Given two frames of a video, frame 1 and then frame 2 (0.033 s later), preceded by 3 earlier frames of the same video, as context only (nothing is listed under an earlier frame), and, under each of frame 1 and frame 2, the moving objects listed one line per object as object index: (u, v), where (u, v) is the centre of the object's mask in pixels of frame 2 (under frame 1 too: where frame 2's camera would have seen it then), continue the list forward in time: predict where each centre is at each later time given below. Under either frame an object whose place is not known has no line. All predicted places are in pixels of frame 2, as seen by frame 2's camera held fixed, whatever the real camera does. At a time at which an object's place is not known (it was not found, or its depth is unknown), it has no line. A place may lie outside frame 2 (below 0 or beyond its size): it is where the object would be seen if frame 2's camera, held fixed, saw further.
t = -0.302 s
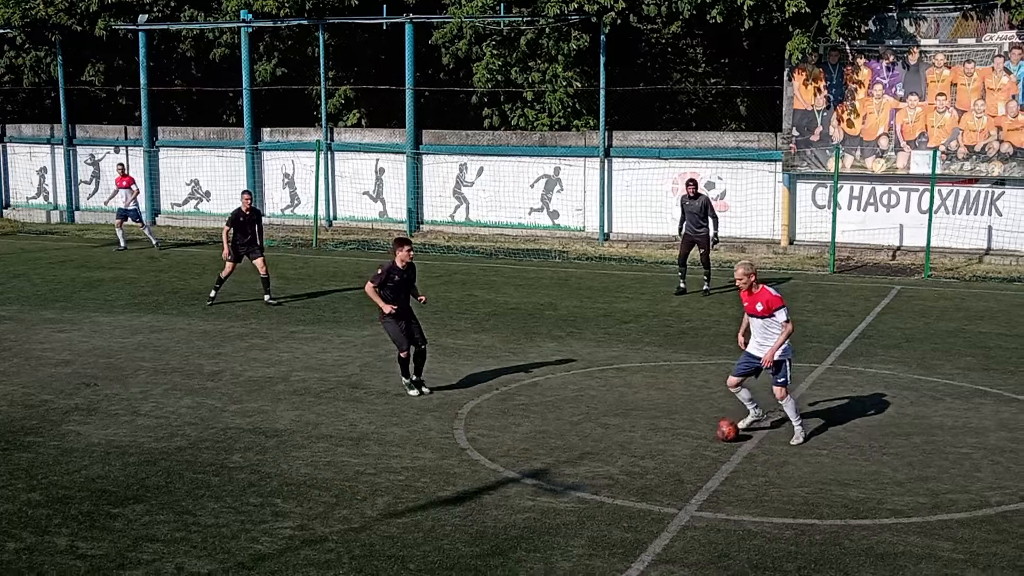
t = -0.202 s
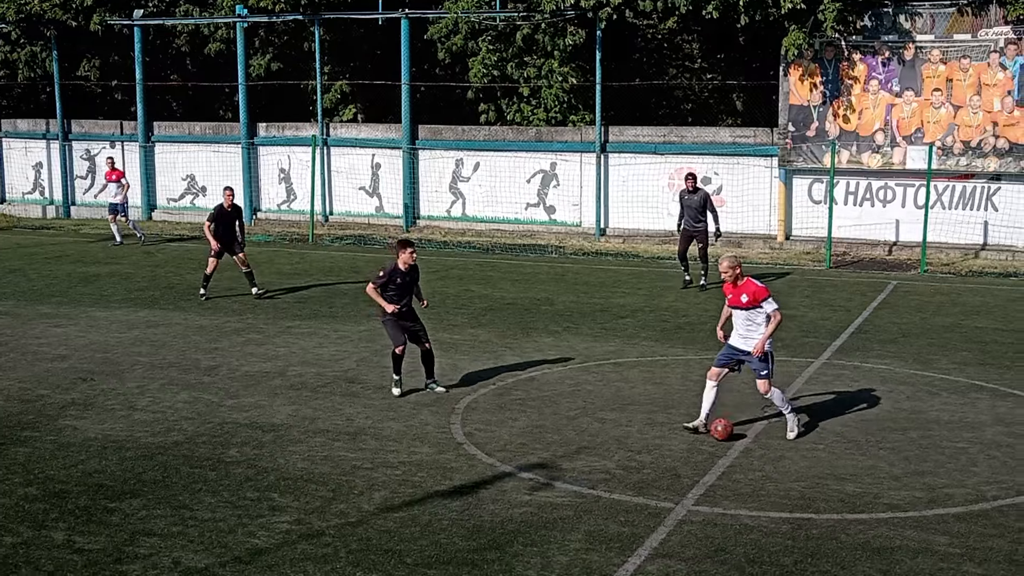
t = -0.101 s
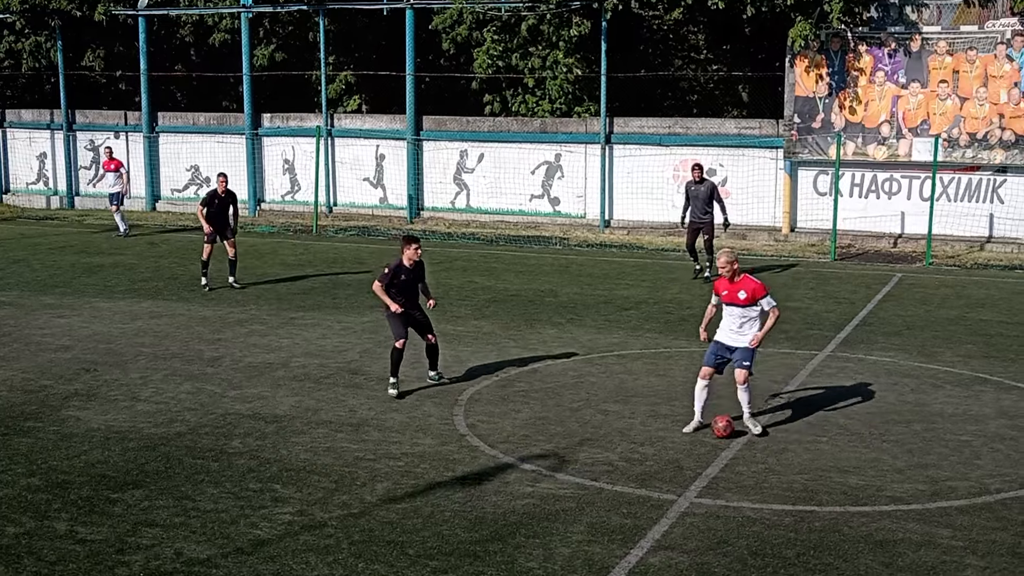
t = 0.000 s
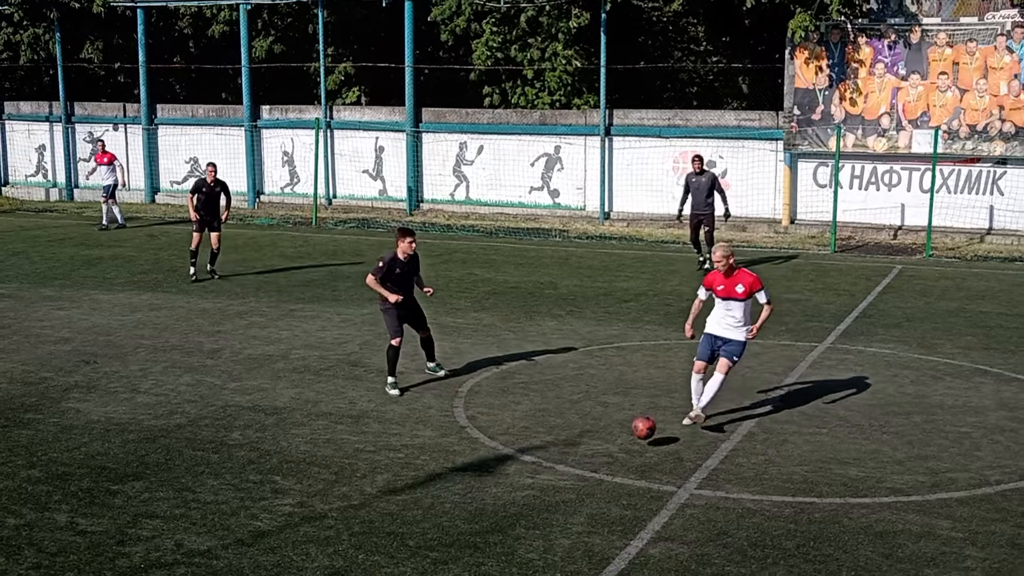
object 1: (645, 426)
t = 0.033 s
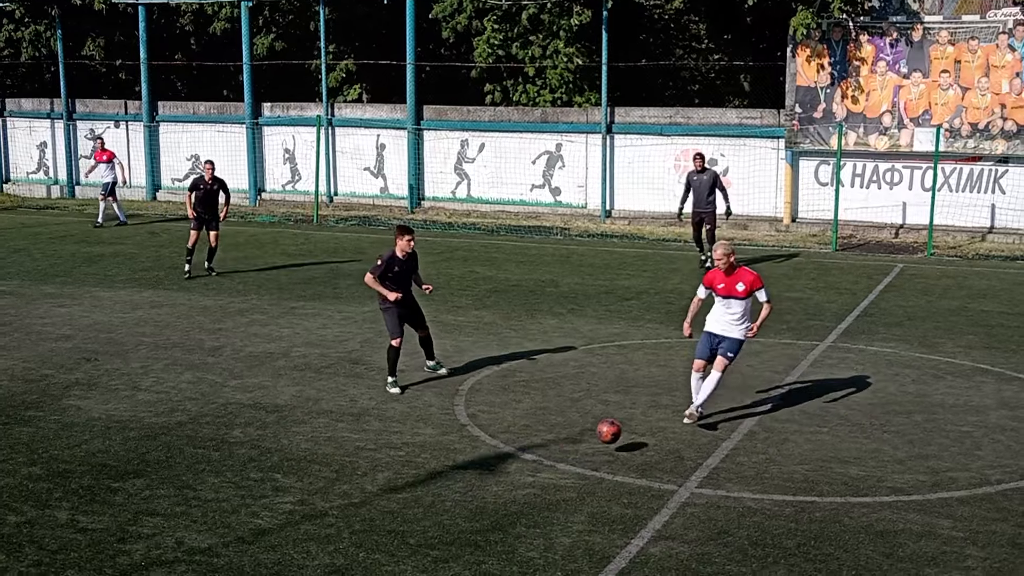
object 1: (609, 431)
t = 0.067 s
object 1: (570, 439)
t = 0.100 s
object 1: (531, 447)
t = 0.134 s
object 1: (491, 457)
